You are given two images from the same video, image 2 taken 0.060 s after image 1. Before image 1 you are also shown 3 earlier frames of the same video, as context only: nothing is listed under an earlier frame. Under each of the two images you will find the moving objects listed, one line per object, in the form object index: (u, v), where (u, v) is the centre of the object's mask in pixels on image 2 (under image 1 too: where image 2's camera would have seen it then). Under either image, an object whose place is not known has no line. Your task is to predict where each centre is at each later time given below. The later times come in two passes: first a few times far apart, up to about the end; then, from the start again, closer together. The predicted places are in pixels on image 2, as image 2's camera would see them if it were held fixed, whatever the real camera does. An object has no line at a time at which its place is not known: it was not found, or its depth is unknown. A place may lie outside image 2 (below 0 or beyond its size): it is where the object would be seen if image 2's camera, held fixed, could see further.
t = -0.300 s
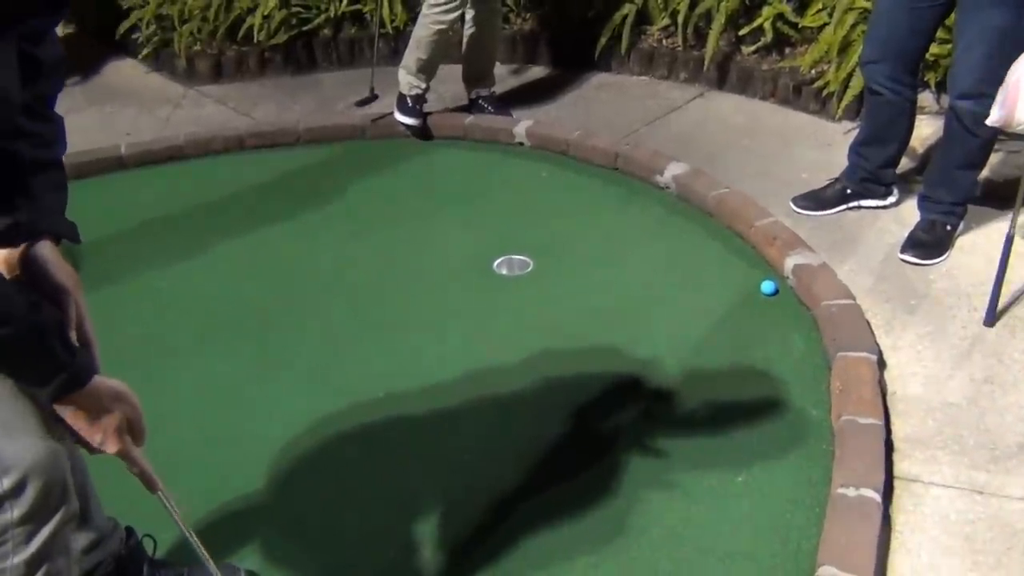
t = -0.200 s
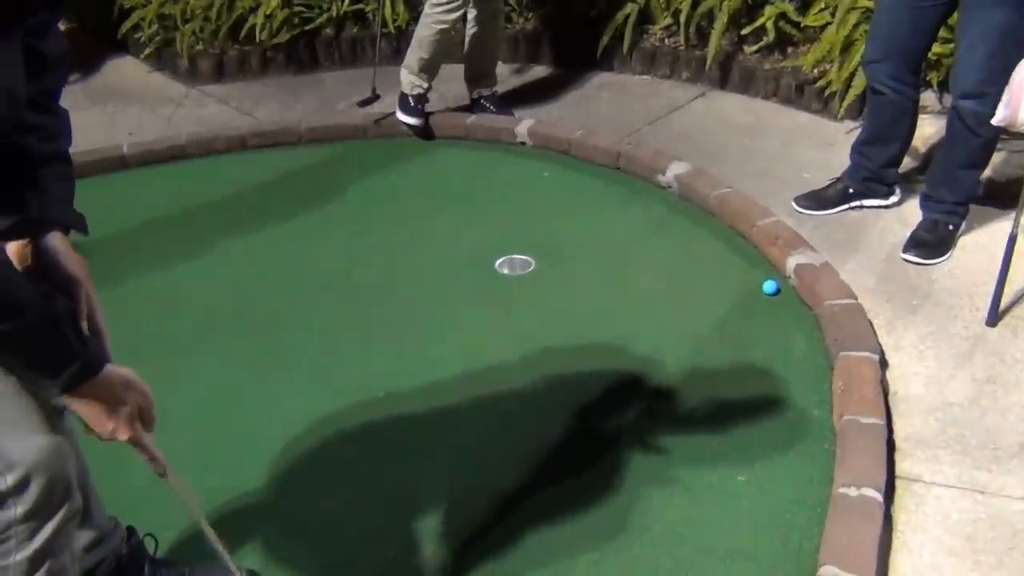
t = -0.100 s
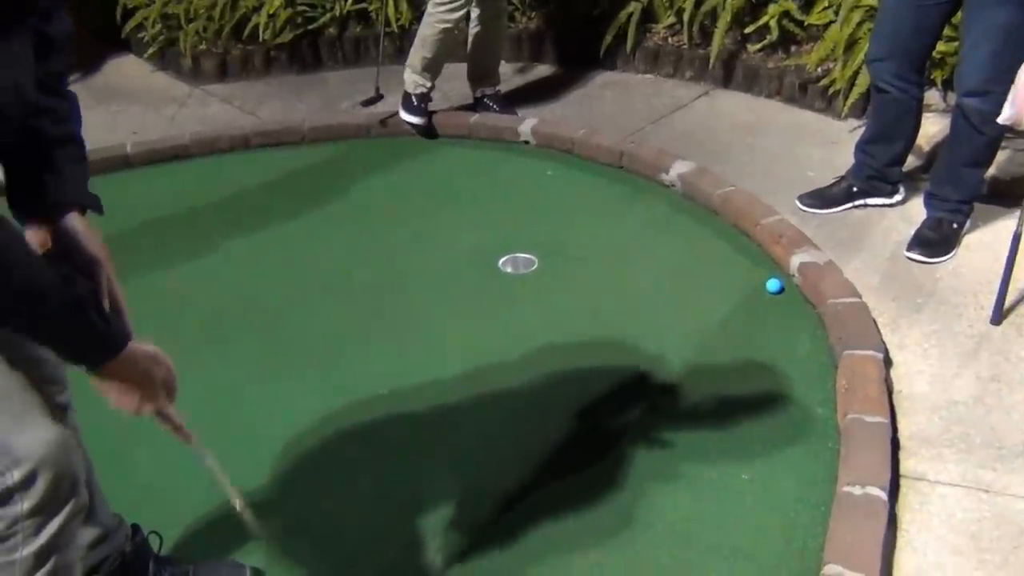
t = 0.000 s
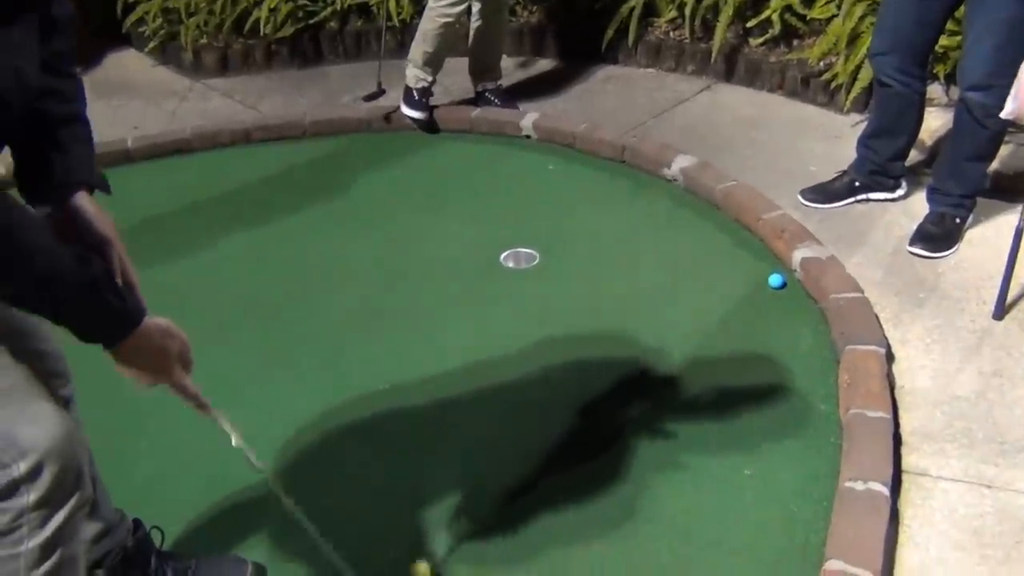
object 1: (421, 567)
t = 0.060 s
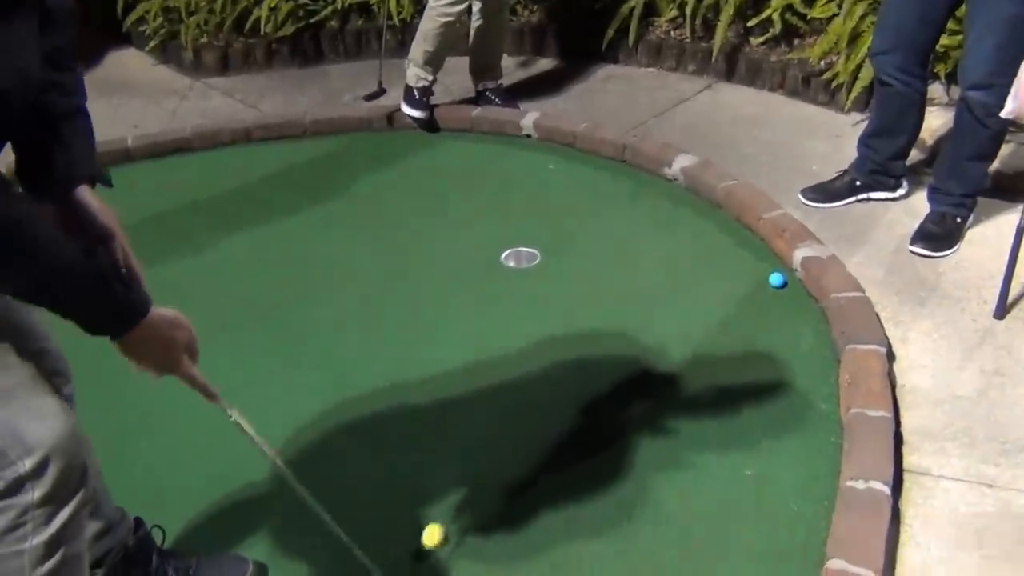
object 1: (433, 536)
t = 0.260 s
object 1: (463, 445)
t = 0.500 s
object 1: (490, 366)
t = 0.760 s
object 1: (517, 302)
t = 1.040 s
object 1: (539, 248)
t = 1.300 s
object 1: (541, 208)
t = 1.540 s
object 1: (543, 177)
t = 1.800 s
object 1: (545, 150)
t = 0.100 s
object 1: (439, 515)
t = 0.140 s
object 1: (445, 495)
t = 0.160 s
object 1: (449, 485)
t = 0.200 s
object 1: (455, 470)
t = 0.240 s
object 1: (461, 453)
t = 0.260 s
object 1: (463, 445)
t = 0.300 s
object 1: (469, 430)
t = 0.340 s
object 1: (473, 415)
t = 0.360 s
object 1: (476, 408)
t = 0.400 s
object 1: (481, 395)
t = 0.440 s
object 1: (484, 383)
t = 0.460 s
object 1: (486, 376)
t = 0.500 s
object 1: (490, 366)
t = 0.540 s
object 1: (495, 355)
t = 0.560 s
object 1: (496, 350)
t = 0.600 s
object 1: (501, 339)
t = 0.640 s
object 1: (505, 330)
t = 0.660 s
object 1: (507, 325)
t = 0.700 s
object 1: (511, 315)
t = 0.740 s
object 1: (515, 306)
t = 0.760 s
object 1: (517, 302)
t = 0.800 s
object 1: (520, 293)
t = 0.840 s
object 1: (524, 285)
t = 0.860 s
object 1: (526, 281)
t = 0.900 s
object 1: (529, 273)
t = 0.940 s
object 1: (532, 265)
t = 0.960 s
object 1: (534, 261)
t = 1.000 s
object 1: (537, 255)
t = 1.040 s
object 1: (539, 248)
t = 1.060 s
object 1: (540, 245)
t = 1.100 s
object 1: (540, 237)
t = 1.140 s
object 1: (540, 231)
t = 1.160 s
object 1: (541, 228)
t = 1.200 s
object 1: (541, 222)
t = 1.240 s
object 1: (541, 216)
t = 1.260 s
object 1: (541, 214)
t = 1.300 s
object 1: (541, 208)
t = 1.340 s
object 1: (541, 202)
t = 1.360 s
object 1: (541, 200)
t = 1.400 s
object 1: (541, 195)
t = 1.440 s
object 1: (541, 189)
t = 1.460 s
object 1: (542, 187)
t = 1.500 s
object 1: (542, 182)
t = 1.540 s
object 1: (543, 177)
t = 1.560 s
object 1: (543, 175)
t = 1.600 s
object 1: (543, 171)
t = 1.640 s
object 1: (544, 167)
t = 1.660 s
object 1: (544, 165)
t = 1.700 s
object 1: (544, 160)
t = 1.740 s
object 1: (544, 157)
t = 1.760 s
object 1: (544, 154)
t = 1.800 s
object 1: (545, 150)
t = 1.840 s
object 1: (545, 146)
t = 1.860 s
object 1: (545, 145)
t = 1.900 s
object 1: (545, 141)
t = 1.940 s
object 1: (540, 140)
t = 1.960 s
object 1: (537, 142)
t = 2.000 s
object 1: (532, 144)
